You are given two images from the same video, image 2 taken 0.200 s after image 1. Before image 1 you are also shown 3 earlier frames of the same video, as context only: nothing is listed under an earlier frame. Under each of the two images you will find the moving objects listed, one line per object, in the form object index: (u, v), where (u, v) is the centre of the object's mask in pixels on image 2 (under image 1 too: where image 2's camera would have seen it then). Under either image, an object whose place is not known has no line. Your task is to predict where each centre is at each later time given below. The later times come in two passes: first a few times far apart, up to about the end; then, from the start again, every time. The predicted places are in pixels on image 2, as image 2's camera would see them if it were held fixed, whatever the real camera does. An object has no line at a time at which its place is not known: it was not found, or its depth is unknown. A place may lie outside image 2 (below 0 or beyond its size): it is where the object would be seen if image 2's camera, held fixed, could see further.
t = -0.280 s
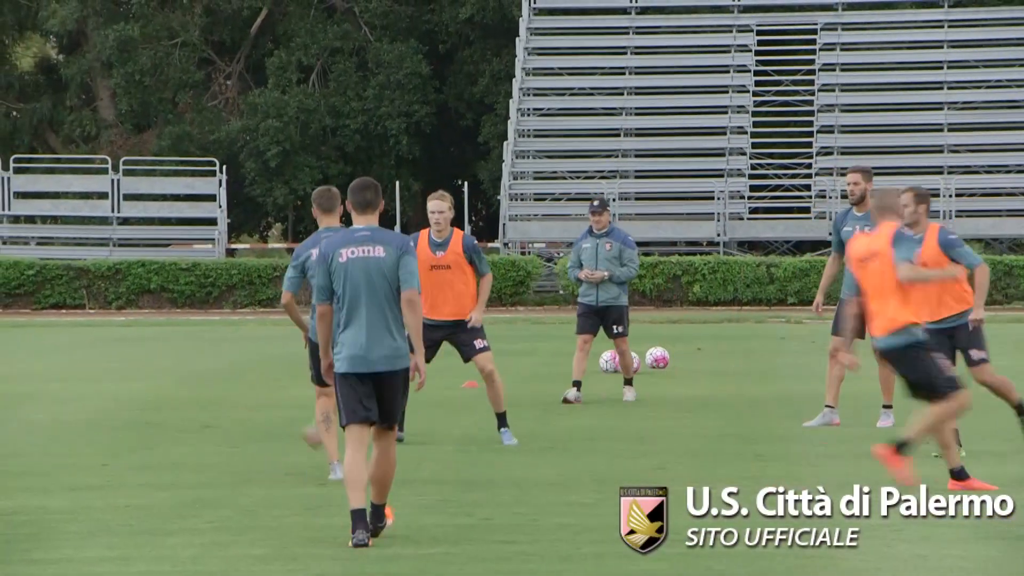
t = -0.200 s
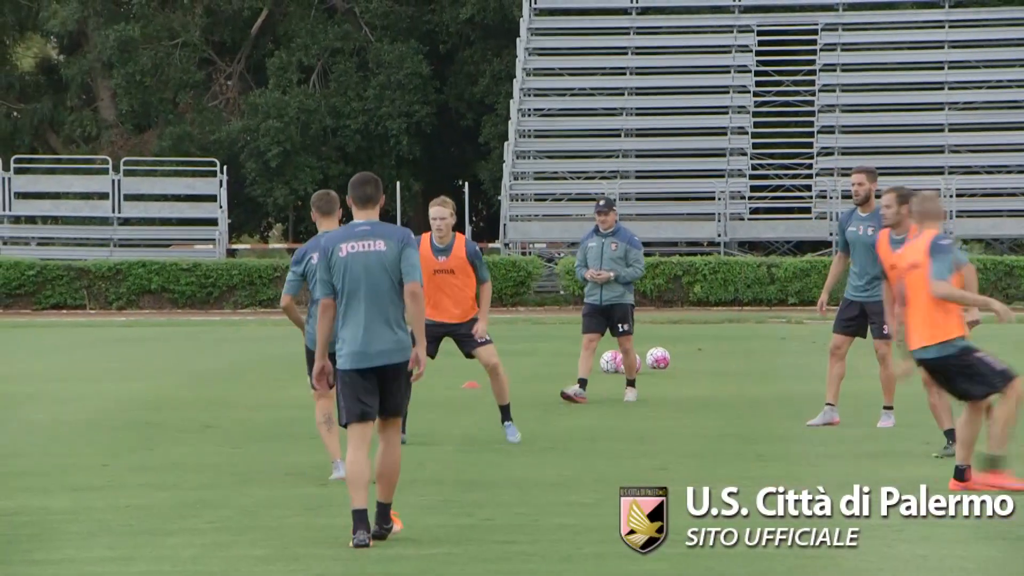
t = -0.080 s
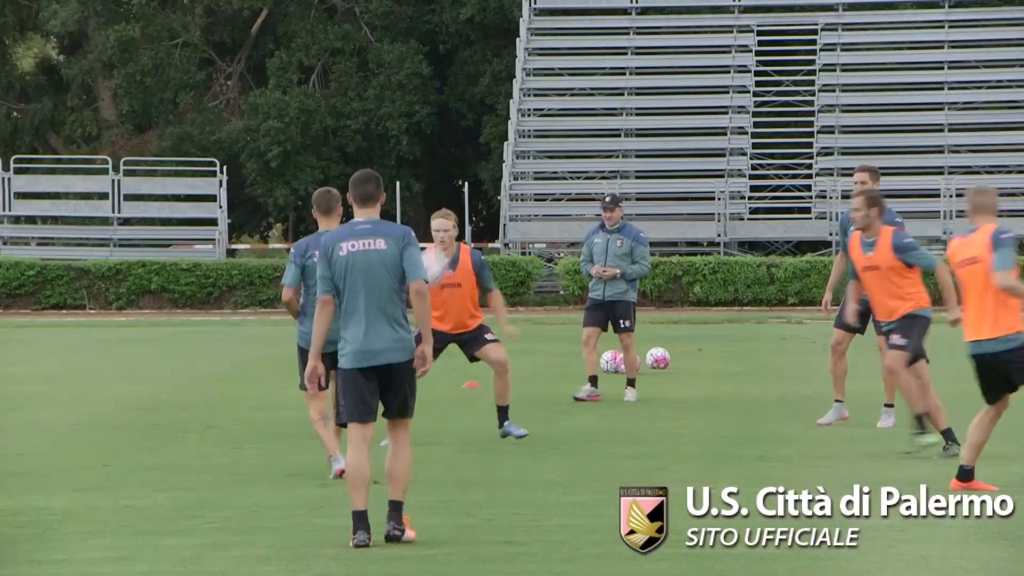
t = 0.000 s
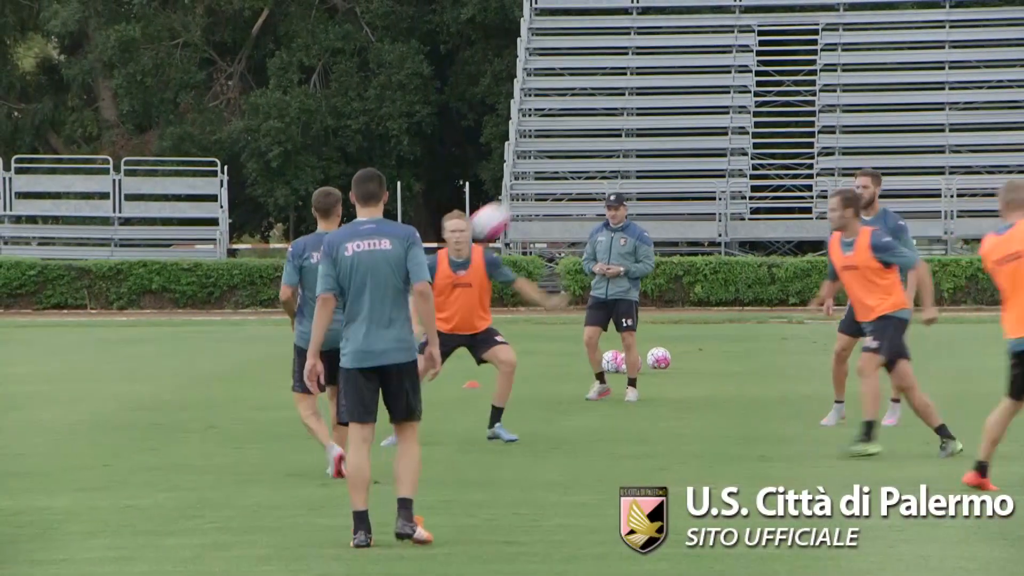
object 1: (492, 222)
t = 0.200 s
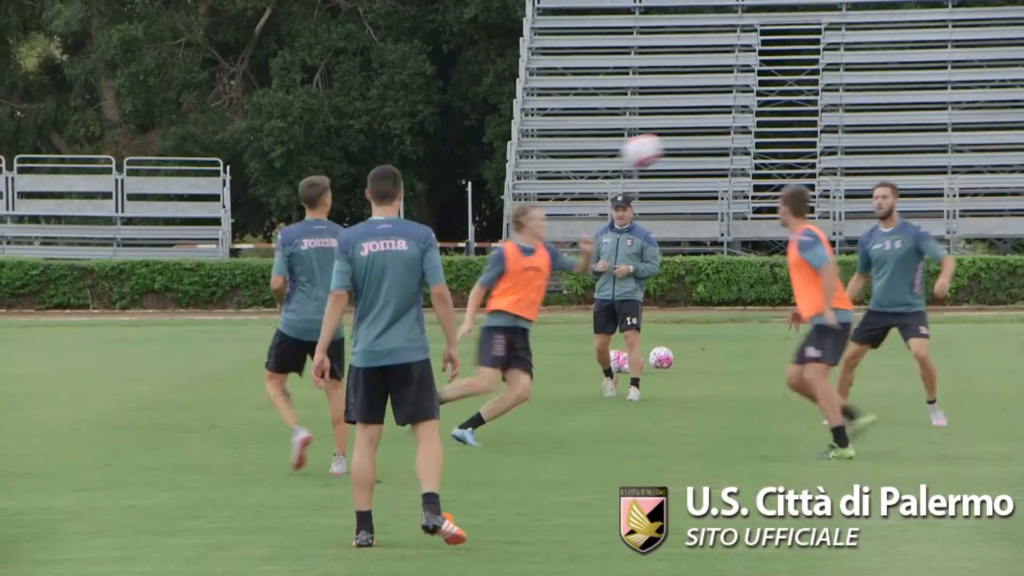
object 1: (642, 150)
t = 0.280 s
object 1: (699, 140)
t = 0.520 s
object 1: (865, 165)
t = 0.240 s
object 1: (671, 144)
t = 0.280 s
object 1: (699, 140)
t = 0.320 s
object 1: (727, 139)
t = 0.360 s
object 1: (754, 140)
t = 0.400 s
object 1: (783, 143)
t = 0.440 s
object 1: (810, 148)
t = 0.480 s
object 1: (836, 155)
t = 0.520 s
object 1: (865, 165)
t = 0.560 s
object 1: (892, 177)
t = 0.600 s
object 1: (919, 192)
